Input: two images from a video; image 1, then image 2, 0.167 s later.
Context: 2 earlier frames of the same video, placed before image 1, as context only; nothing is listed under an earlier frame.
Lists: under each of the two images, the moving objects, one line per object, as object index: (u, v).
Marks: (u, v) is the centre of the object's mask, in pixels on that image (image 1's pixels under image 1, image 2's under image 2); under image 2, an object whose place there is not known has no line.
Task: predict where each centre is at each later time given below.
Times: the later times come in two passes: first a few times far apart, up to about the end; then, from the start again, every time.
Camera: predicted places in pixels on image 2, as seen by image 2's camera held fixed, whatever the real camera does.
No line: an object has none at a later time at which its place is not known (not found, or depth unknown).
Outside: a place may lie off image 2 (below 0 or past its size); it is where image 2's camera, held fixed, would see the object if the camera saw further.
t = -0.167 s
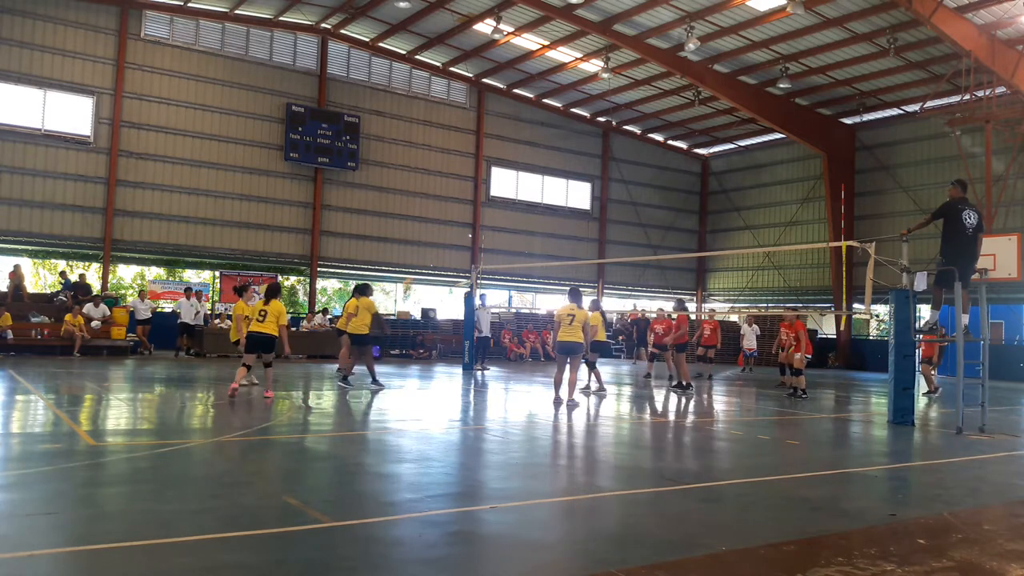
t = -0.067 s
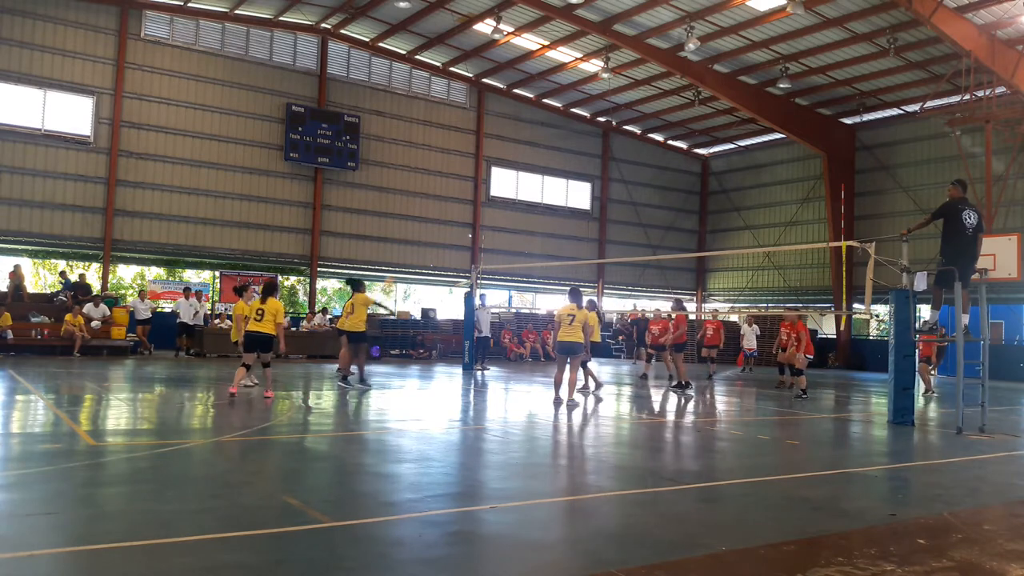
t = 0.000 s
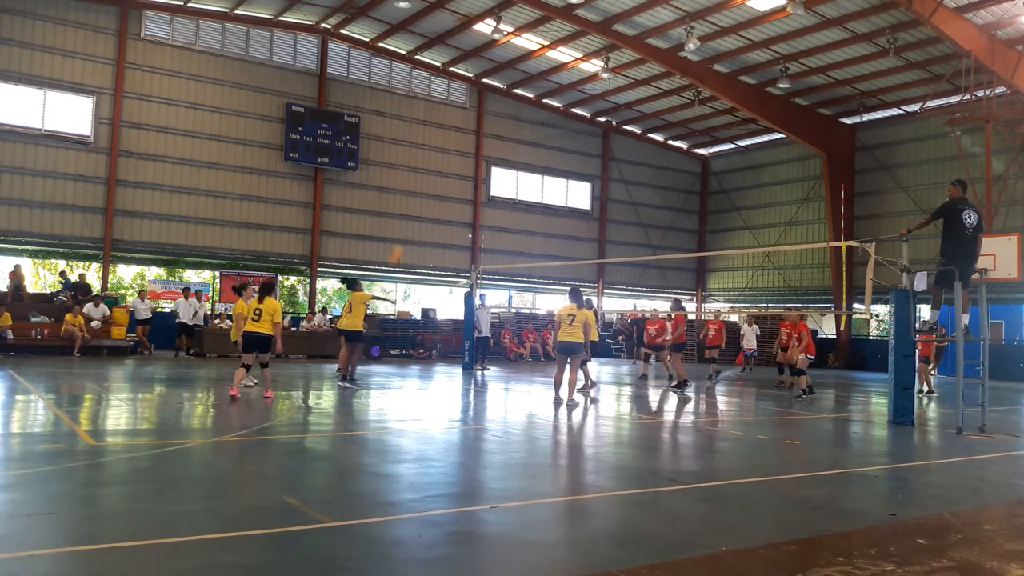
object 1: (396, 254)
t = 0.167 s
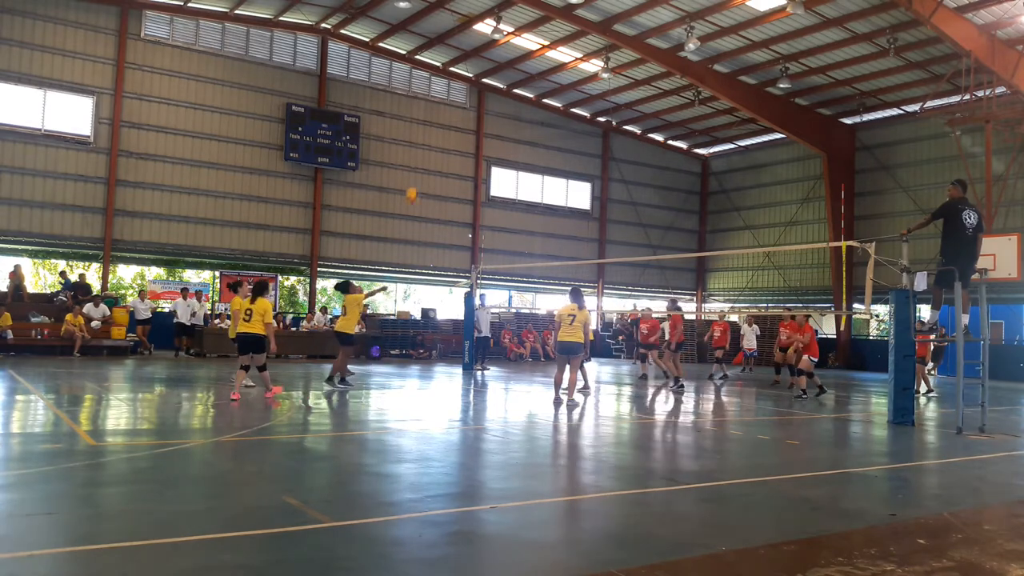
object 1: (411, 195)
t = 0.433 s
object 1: (432, 139)
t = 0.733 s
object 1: (454, 127)
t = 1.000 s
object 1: (470, 161)
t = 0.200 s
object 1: (414, 186)
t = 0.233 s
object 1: (418, 177)
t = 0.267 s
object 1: (420, 169)
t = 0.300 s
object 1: (423, 161)
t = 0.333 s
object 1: (425, 154)
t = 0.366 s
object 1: (427, 149)
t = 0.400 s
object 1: (430, 144)
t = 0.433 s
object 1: (432, 139)
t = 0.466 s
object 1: (435, 135)
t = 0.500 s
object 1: (438, 131)
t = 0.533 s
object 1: (440, 129)
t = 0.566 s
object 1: (442, 127)
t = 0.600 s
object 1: (445, 126)
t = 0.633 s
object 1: (447, 125)
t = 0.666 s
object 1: (449, 126)
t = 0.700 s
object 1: (451, 127)
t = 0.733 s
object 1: (454, 127)
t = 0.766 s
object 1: (456, 129)
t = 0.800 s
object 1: (458, 131)
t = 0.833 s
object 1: (460, 136)
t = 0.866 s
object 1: (463, 139)
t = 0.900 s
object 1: (464, 144)
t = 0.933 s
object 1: (466, 149)
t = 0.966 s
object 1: (468, 155)
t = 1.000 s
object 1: (470, 161)
